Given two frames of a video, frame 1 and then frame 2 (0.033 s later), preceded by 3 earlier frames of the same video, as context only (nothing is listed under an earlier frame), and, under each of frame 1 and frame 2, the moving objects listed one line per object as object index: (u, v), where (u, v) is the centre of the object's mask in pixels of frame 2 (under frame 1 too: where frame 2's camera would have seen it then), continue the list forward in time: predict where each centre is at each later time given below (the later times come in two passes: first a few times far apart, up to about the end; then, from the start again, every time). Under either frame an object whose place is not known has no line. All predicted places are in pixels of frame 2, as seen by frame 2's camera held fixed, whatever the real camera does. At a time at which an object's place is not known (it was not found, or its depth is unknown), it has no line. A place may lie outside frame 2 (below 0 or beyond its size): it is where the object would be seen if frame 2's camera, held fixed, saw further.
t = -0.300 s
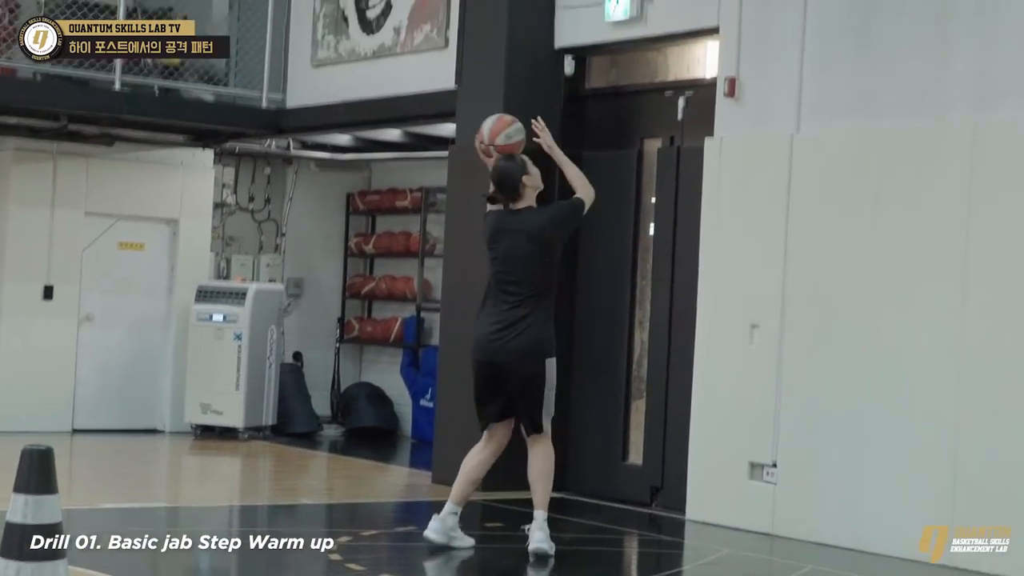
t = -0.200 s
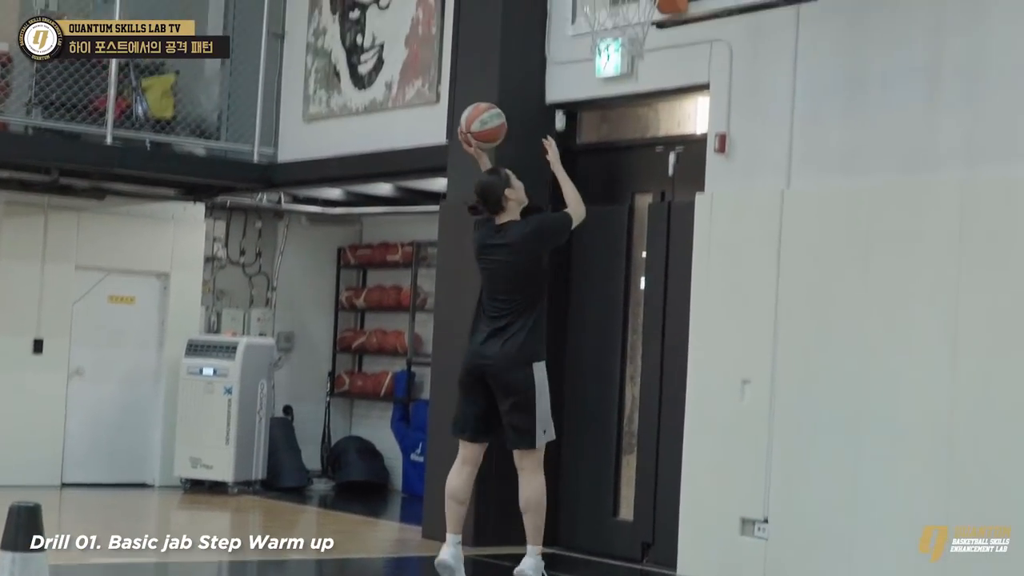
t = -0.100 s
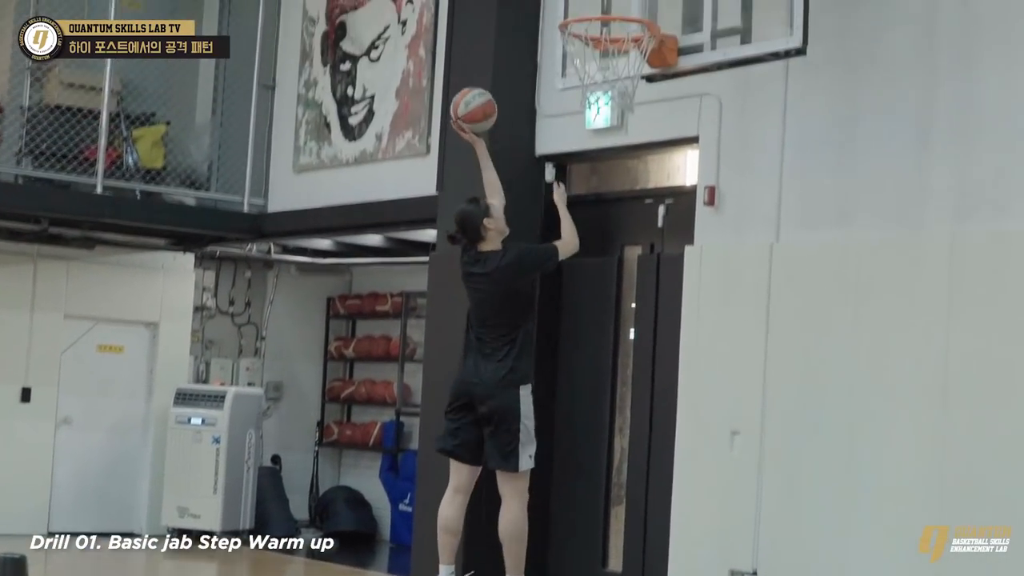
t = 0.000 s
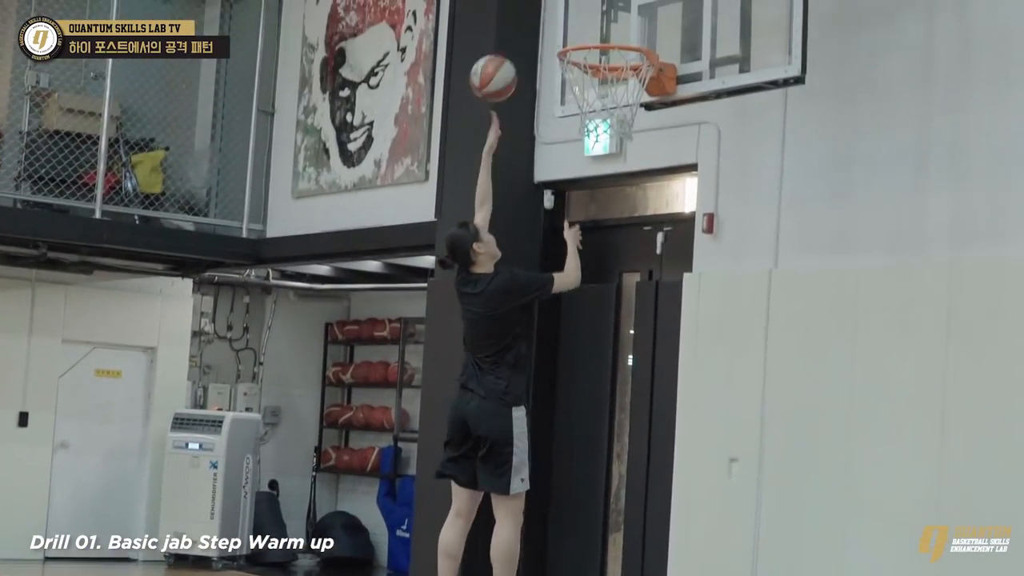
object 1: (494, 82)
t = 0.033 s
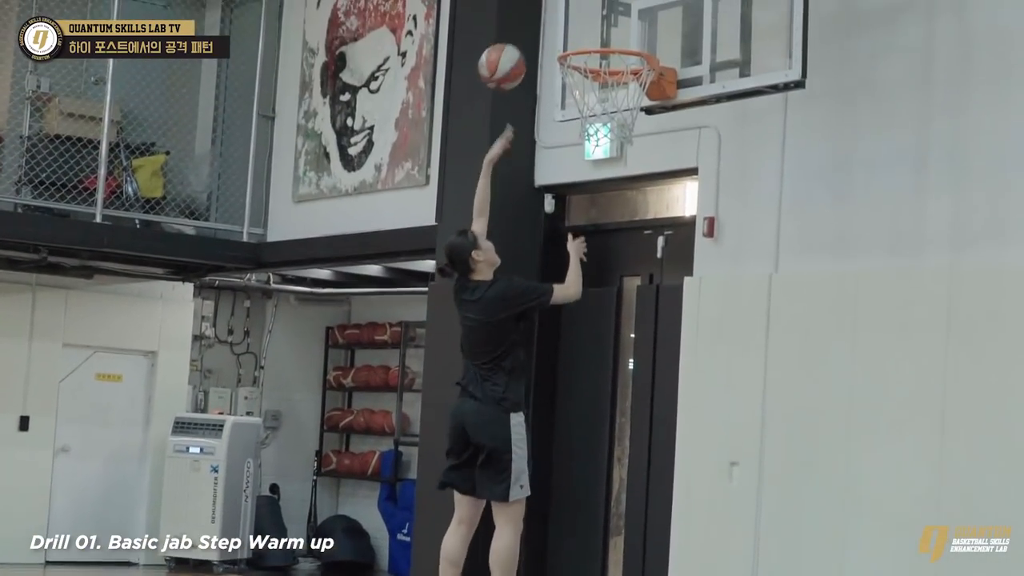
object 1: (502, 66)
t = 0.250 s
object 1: (552, 14)
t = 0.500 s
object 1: (604, 70)
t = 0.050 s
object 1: (506, 59)
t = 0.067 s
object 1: (510, 53)
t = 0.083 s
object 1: (514, 47)
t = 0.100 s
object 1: (517, 41)
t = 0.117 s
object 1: (521, 36)
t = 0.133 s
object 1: (525, 32)
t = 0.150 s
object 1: (529, 27)
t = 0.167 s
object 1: (533, 24)
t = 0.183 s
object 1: (537, 21)
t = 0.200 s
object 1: (541, 19)
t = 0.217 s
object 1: (544, 17)
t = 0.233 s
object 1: (548, 15)
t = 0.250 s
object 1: (552, 14)
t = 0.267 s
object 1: (556, 14)
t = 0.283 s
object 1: (559, 14)
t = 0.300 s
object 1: (563, 15)
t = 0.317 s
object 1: (567, 16)
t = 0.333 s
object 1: (570, 18)
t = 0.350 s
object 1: (574, 21)
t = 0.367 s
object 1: (577, 24)
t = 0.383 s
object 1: (580, 26)
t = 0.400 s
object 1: (585, 29)
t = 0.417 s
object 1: (588, 32)
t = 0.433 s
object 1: (591, 39)
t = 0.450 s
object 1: (595, 44)
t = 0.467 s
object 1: (598, 52)
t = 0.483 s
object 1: (602, 59)
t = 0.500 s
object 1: (604, 70)
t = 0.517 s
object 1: (606, 75)
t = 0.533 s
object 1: (611, 84)
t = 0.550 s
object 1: (613, 92)
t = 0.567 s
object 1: (618, 101)
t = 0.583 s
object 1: (621, 111)
